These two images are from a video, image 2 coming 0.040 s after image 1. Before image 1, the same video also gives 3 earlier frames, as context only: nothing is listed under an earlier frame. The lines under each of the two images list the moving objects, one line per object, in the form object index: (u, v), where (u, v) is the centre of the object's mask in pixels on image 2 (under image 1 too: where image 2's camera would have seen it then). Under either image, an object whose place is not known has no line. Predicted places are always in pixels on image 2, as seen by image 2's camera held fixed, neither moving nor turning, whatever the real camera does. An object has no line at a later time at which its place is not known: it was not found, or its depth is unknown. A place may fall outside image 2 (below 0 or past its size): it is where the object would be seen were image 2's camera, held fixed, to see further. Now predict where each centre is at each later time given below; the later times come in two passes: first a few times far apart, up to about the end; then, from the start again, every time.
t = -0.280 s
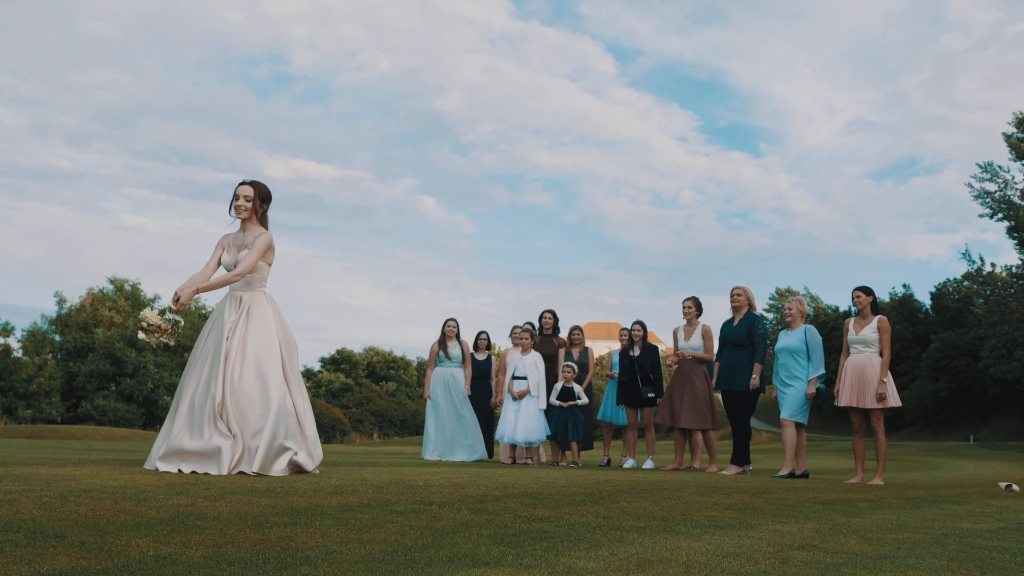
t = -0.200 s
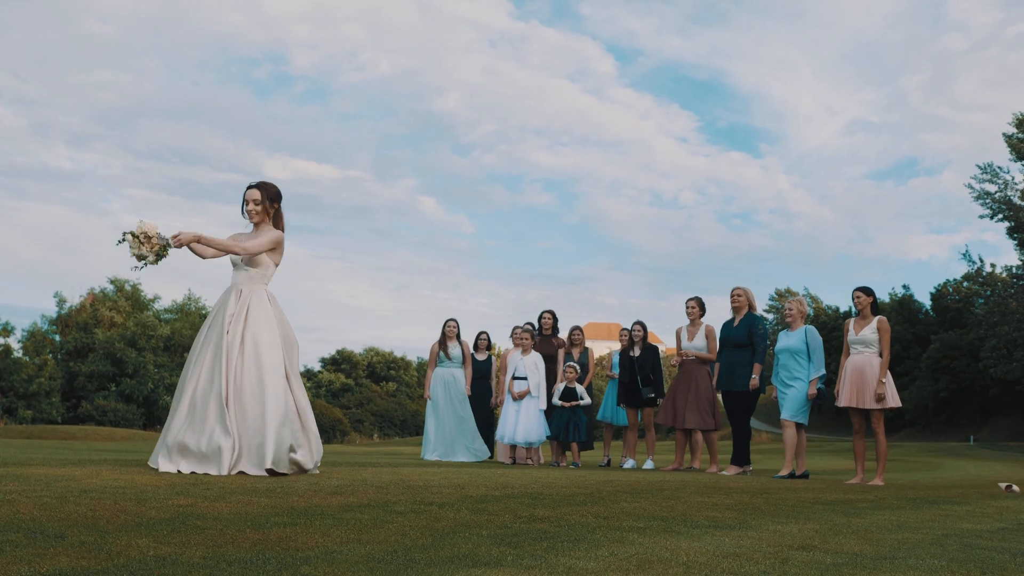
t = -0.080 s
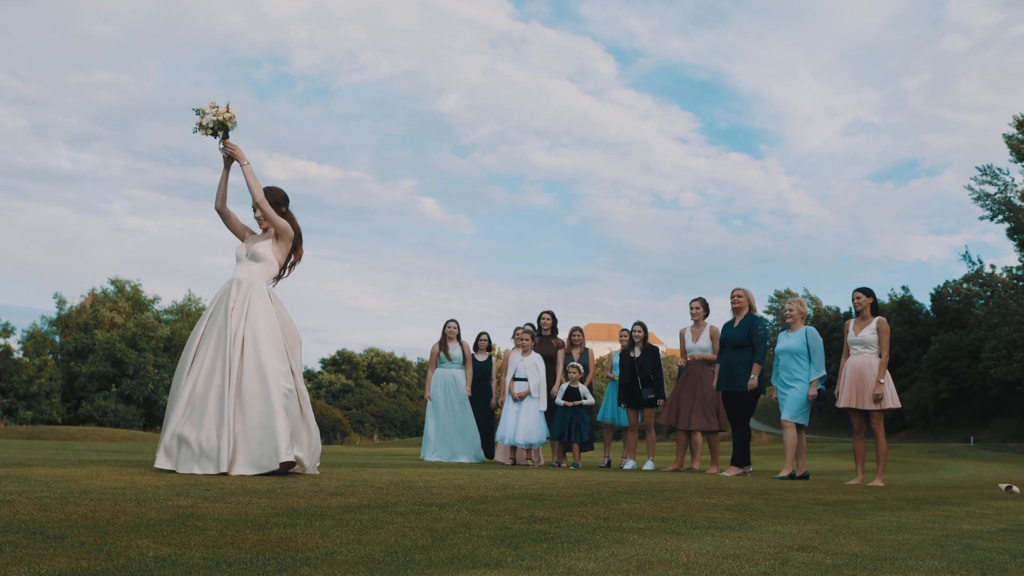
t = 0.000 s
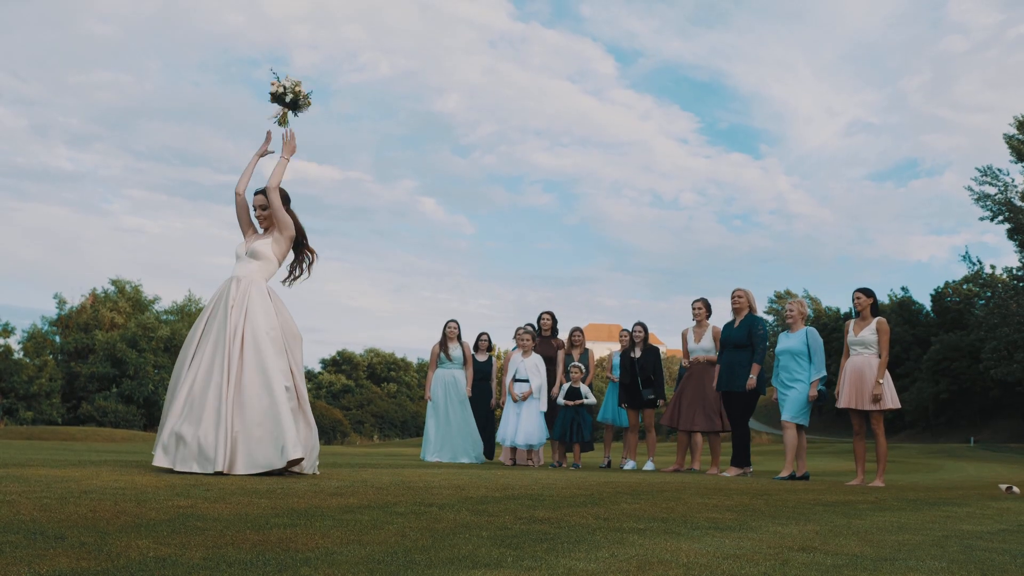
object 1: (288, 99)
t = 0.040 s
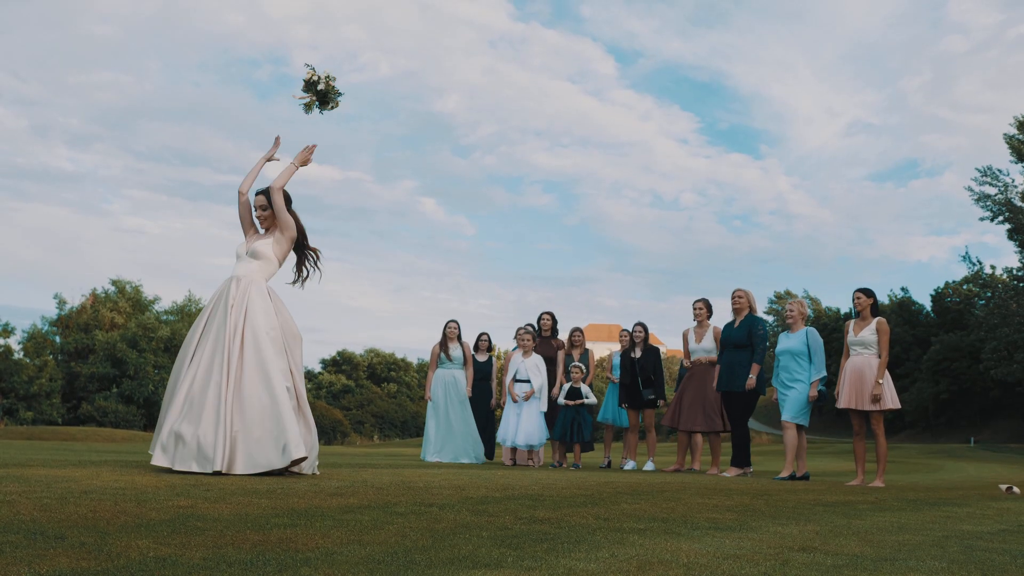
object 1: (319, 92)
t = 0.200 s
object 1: (420, 94)
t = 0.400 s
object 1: (510, 142)
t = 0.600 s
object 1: (576, 225)
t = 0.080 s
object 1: (347, 89)
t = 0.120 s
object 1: (374, 88)
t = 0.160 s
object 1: (398, 89)
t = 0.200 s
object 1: (420, 94)
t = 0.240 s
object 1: (440, 100)
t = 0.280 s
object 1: (459, 108)
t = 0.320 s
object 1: (477, 118)
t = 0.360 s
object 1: (494, 129)
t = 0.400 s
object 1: (510, 142)
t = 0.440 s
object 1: (525, 156)
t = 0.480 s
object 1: (539, 171)
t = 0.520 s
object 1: (552, 188)
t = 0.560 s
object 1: (564, 206)
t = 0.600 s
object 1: (576, 225)
